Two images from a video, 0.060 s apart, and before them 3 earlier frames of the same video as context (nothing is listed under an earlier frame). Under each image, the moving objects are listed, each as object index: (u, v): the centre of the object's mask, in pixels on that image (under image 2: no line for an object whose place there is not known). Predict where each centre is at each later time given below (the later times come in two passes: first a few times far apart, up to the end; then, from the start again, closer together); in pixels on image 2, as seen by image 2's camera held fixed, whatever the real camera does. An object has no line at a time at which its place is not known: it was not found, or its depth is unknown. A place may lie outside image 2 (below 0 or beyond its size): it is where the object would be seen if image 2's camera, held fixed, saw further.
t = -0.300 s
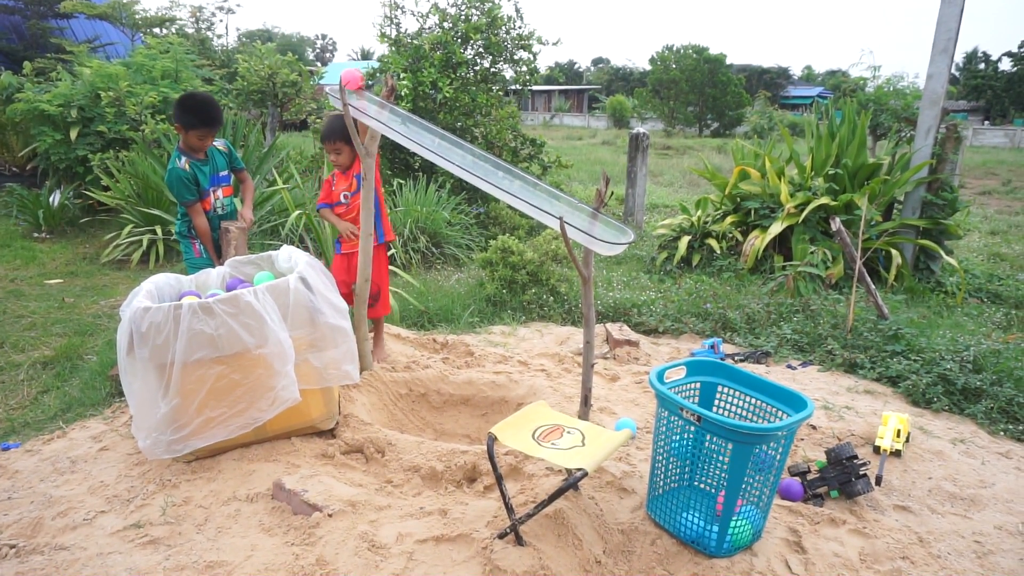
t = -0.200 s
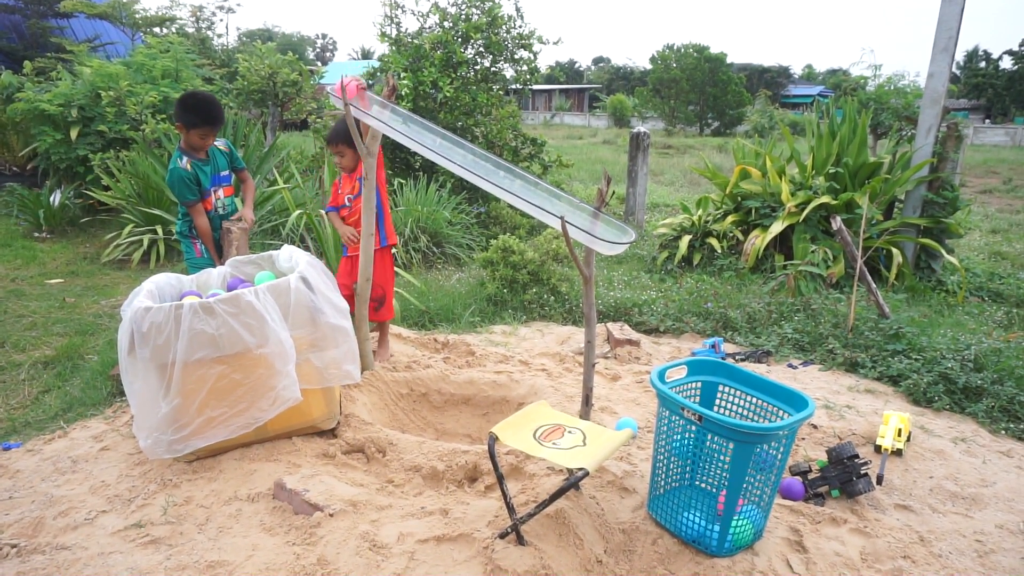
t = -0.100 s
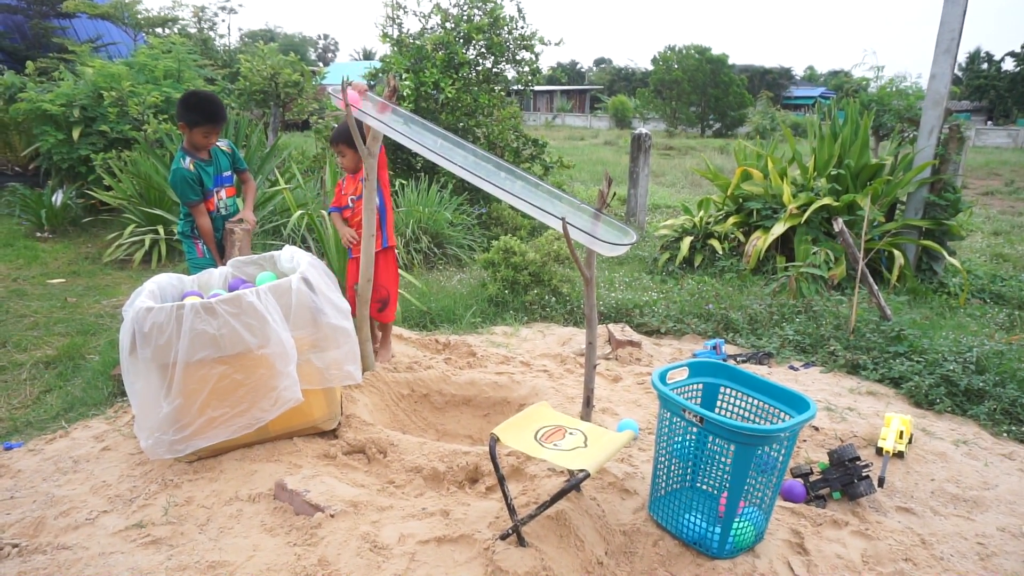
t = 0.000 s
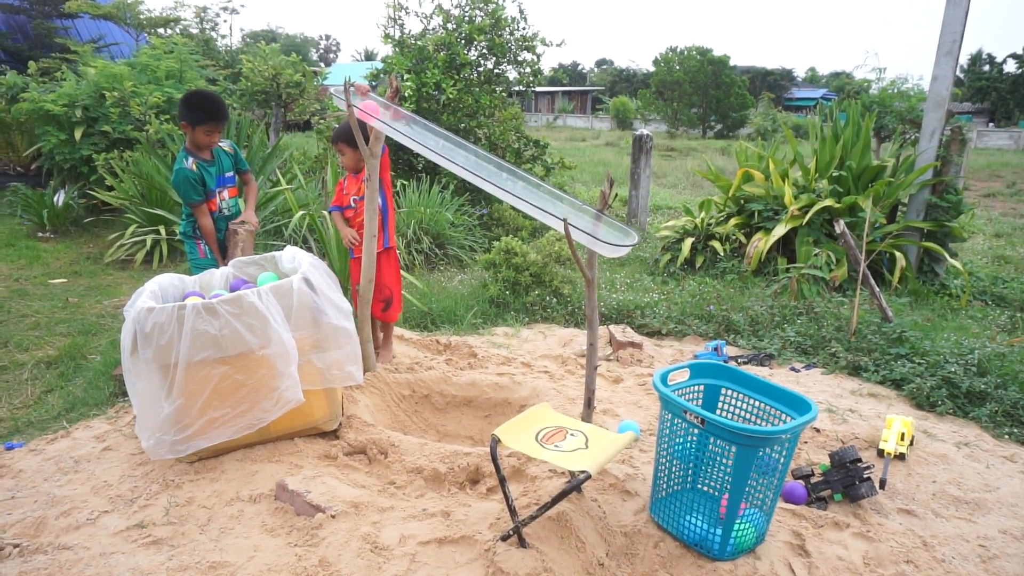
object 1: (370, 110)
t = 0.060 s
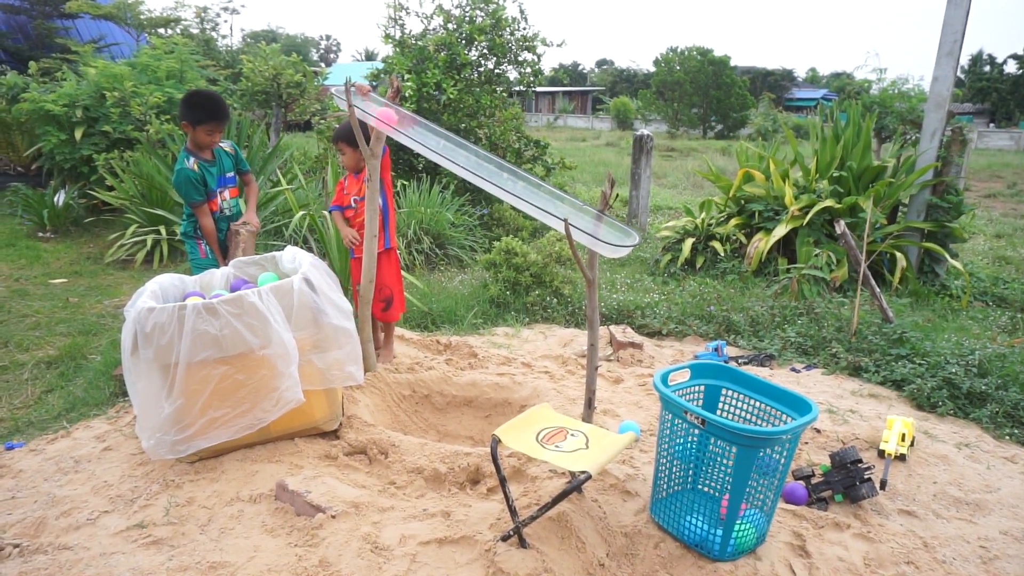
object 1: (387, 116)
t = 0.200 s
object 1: (413, 133)
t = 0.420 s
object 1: (465, 164)
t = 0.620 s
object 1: (542, 204)
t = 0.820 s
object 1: (628, 224)
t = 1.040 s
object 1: (672, 206)
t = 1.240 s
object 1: (694, 326)
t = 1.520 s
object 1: (788, 485)
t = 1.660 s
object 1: (847, 525)
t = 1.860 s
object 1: (924, 560)
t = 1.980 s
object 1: (969, 573)
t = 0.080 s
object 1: (391, 118)
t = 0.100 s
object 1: (396, 120)
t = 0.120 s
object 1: (400, 121)
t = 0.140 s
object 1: (404, 124)
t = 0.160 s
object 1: (408, 126)
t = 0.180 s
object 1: (411, 128)
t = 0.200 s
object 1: (413, 133)
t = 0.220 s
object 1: (416, 137)
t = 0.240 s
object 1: (420, 139)
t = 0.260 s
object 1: (424, 142)
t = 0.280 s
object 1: (427, 144)
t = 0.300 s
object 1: (432, 147)
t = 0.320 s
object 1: (436, 149)
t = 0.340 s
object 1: (442, 152)
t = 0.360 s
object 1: (447, 154)
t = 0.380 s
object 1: (453, 157)
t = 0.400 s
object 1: (458, 161)
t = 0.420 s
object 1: (465, 164)
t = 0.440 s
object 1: (473, 169)
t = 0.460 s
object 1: (481, 173)
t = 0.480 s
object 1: (488, 176)
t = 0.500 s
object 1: (496, 181)
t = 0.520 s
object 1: (503, 184)
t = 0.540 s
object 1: (512, 188)
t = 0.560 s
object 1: (519, 191)
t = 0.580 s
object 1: (527, 196)
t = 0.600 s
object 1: (534, 199)
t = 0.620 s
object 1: (542, 204)
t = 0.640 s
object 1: (549, 209)
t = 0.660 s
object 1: (557, 213)
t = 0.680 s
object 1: (565, 216)
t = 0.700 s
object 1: (576, 222)
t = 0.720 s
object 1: (583, 228)
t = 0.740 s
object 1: (593, 234)
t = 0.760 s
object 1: (603, 239)
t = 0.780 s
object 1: (615, 243)
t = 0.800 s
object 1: (623, 233)
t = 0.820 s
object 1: (628, 224)
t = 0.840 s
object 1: (633, 216)
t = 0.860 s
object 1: (637, 209)
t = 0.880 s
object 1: (642, 203)
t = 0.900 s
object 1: (646, 198)
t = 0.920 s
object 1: (651, 195)
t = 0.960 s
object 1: (658, 194)
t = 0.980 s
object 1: (661, 195)
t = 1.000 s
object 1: (665, 198)
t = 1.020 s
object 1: (669, 201)
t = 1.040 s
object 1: (672, 206)
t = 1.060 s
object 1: (676, 213)
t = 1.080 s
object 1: (678, 221)
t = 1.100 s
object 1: (681, 230)
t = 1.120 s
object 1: (683, 241)
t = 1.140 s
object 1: (685, 252)
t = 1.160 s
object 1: (688, 264)
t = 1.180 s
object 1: (690, 278)
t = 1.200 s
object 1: (692, 293)
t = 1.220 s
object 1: (693, 310)
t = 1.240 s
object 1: (694, 326)
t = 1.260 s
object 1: (694, 343)
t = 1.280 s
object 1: (694, 354)
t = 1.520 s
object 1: (788, 485)
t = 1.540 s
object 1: (793, 493)
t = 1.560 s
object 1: (798, 504)
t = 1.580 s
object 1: (809, 516)
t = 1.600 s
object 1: (820, 519)
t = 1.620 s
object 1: (830, 524)
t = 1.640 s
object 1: (840, 526)
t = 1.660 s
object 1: (847, 525)
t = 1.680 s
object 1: (855, 524)
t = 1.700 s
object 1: (863, 526)
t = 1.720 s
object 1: (870, 528)
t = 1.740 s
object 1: (877, 532)
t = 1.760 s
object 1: (885, 537)
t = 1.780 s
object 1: (893, 540)
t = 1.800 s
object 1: (900, 543)
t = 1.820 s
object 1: (908, 548)
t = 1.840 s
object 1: (916, 553)
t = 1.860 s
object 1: (924, 560)
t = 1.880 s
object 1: (931, 564)
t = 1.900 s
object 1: (940, 566)
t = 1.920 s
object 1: (947, 568)
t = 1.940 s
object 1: (955, 570)
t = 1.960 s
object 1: (962, 571)
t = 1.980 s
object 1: (969, 573)
